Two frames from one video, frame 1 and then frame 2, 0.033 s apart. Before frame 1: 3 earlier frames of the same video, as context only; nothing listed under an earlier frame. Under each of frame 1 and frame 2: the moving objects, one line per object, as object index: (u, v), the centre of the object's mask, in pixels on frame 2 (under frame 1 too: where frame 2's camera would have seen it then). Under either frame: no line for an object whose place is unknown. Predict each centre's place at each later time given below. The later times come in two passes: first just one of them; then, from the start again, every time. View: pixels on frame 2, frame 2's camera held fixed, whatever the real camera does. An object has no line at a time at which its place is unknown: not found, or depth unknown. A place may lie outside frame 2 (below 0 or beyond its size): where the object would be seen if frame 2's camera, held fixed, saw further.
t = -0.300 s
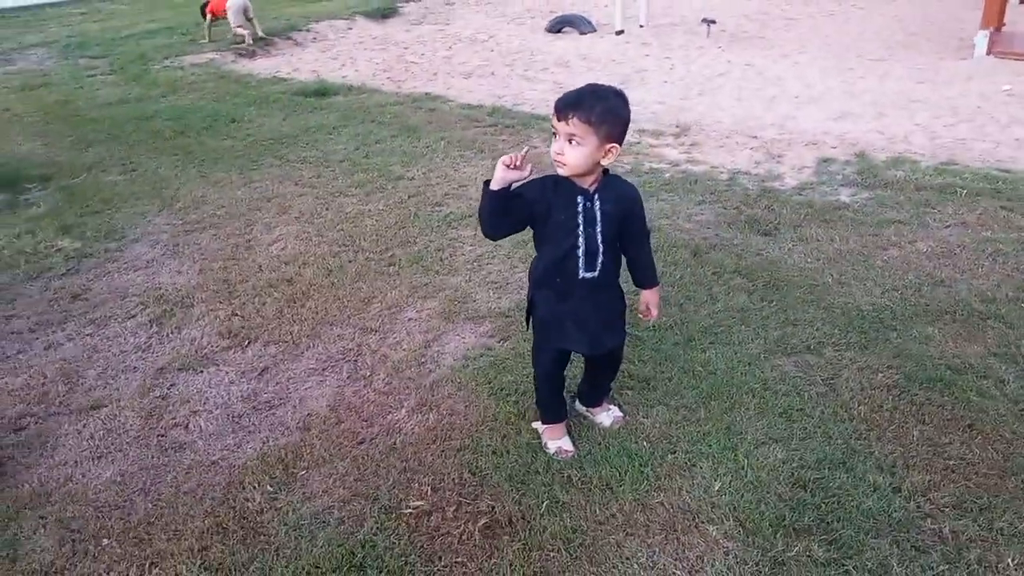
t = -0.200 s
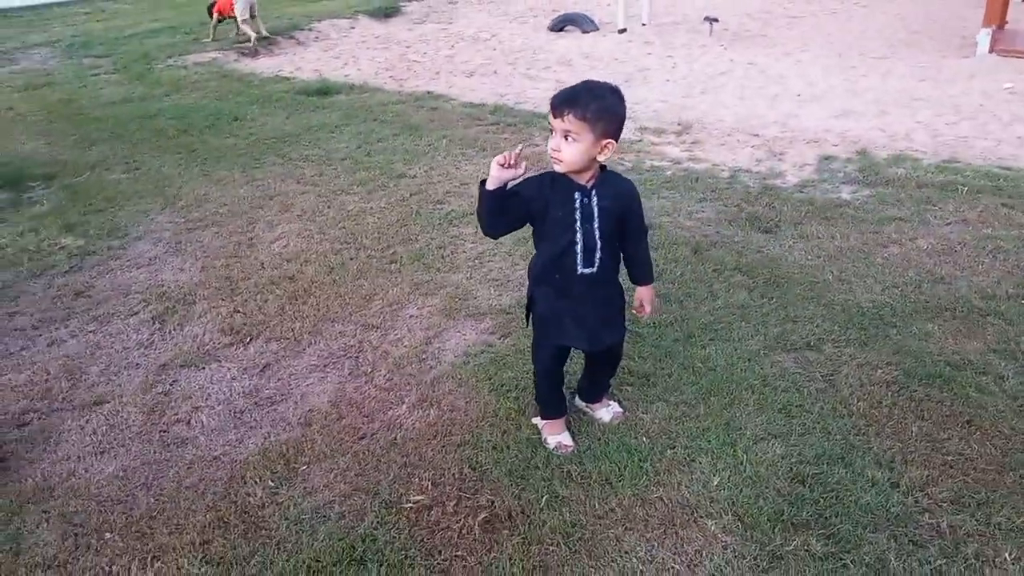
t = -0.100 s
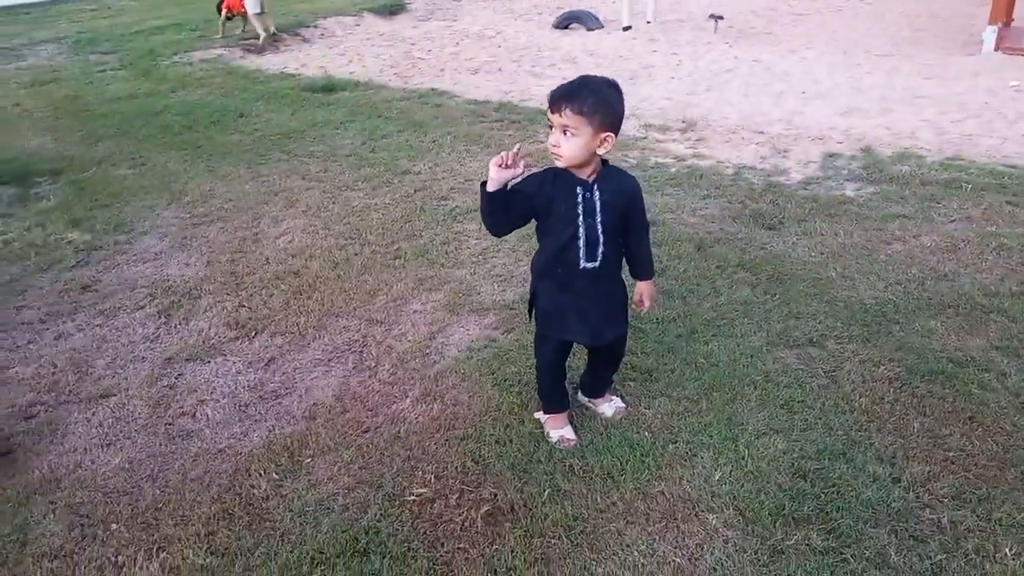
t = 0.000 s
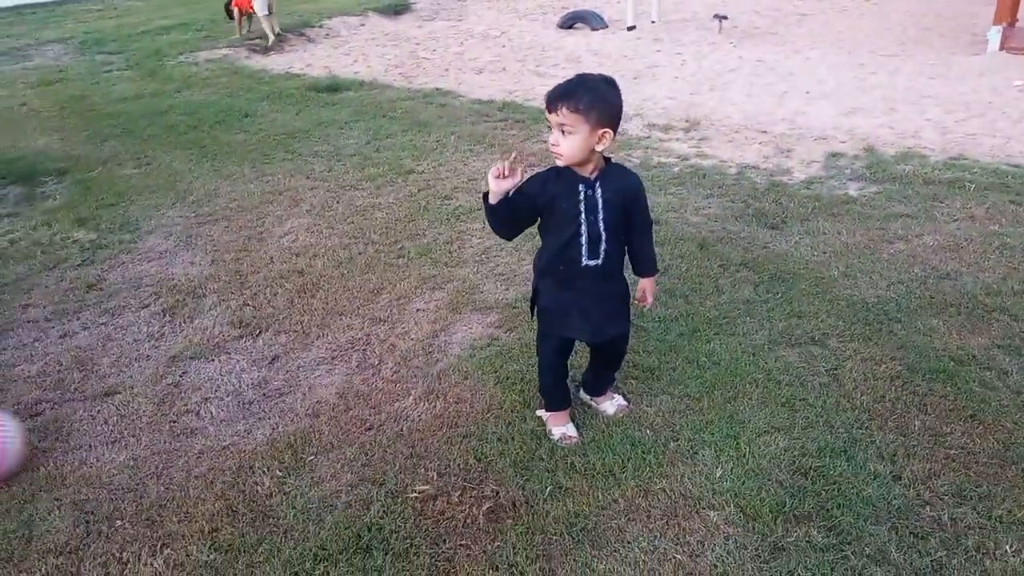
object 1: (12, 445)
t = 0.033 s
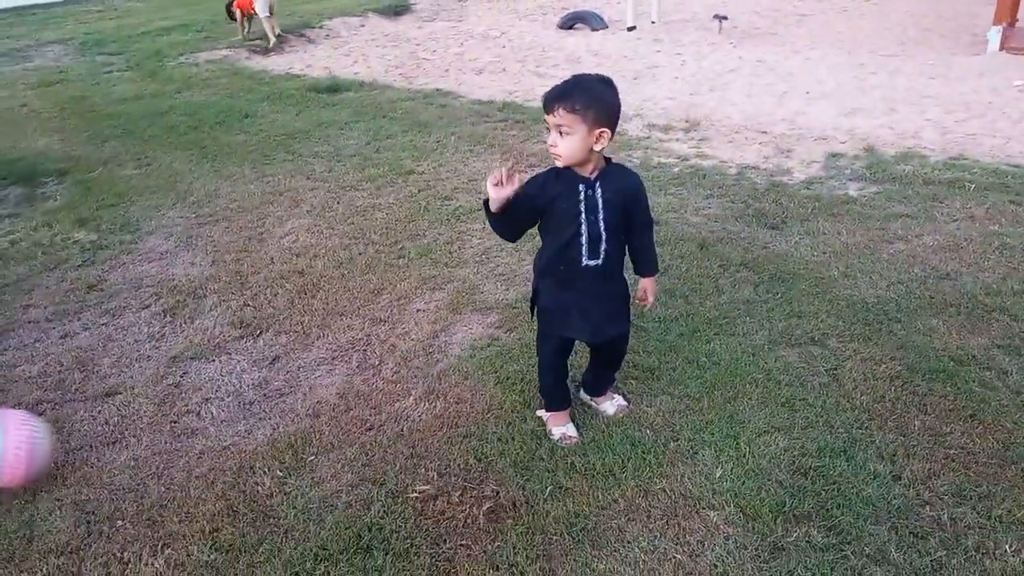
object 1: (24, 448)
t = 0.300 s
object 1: (193, 499)
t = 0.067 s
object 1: (39, 454)
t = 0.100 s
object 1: (68, 464)
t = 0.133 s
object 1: (100, 477)
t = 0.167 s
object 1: (132, 489)
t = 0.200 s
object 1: (147, 488)
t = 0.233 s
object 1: (163, 489)
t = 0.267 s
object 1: (177, 492)
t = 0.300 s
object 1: (193, 499)
